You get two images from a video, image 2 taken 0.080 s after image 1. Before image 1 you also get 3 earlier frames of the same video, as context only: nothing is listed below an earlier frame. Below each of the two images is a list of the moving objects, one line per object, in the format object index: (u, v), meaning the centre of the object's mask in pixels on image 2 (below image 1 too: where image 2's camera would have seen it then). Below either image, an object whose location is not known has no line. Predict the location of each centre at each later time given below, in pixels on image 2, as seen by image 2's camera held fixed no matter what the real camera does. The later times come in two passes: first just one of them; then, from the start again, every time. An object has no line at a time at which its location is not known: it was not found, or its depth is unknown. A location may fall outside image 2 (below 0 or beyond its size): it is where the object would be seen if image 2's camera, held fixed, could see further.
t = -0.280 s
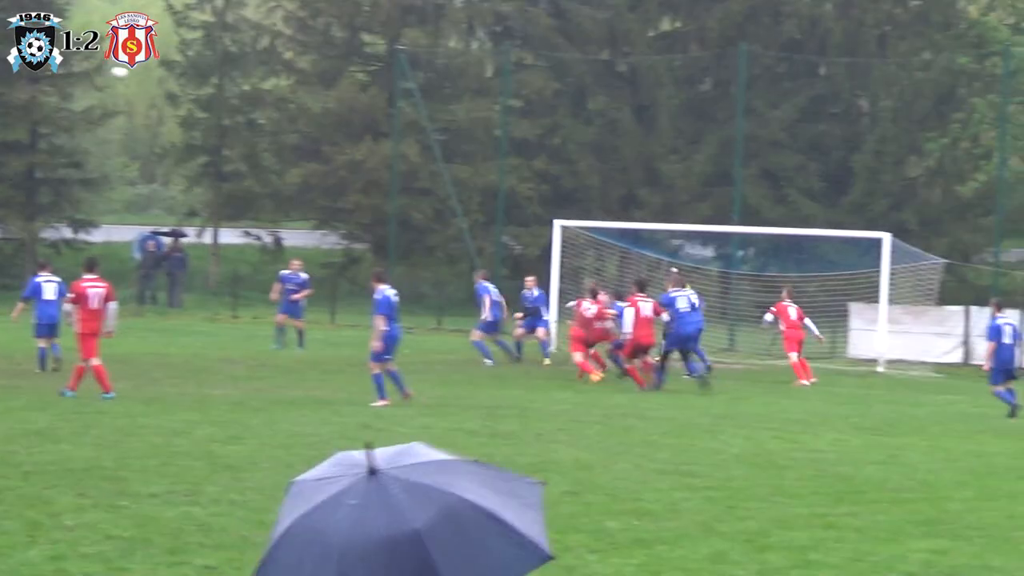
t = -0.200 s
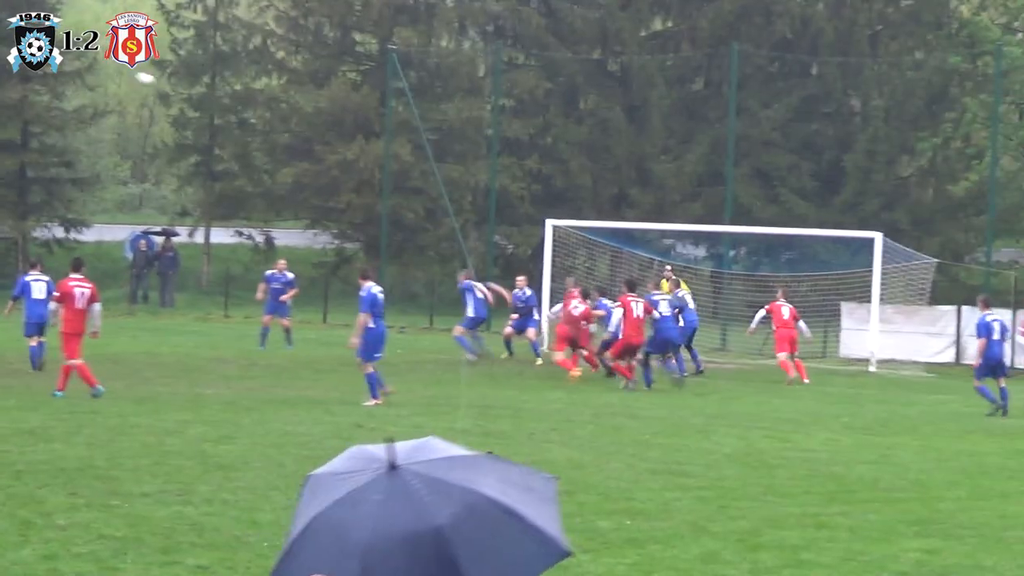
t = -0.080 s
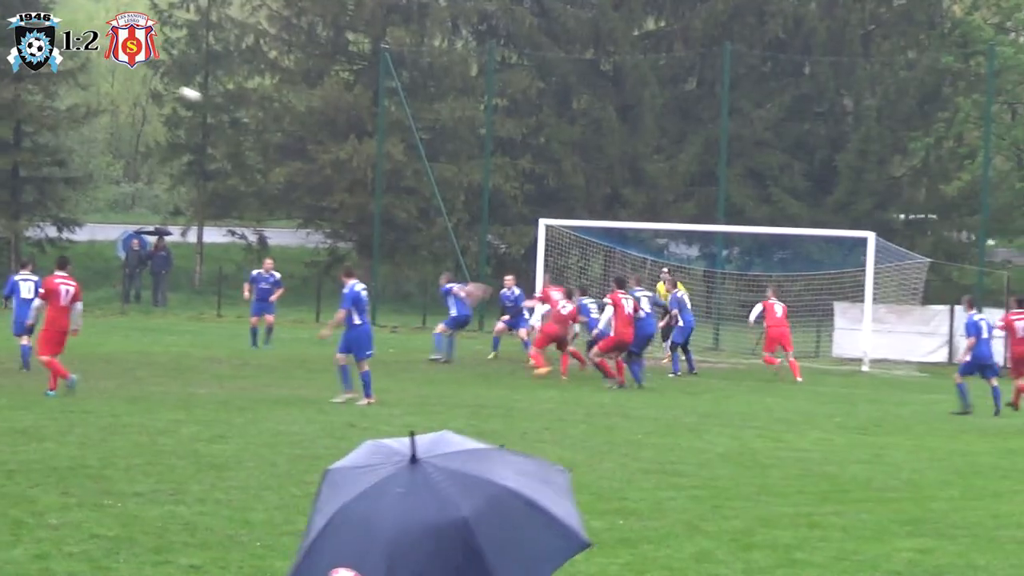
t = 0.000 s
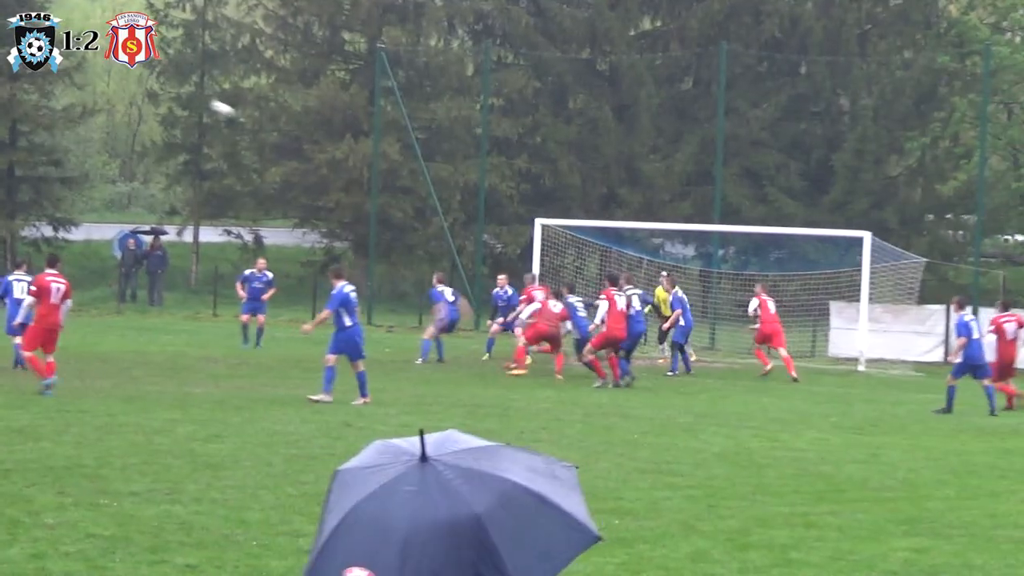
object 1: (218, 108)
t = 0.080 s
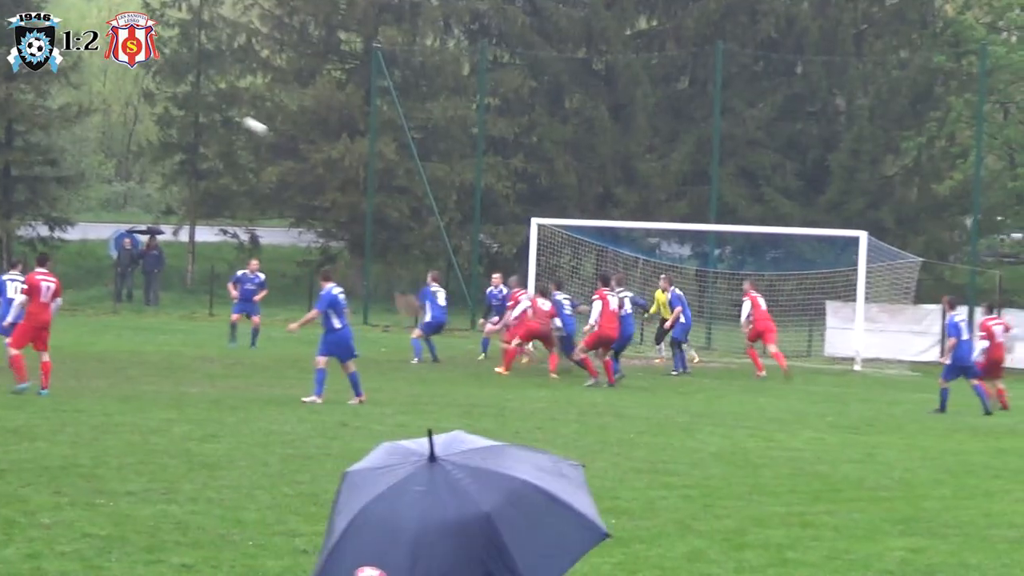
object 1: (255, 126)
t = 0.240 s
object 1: (331, 172)
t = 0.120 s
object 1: (273, 136)
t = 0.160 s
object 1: (292, 147)
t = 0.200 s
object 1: (311, 159)
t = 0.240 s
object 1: (331, 172)
